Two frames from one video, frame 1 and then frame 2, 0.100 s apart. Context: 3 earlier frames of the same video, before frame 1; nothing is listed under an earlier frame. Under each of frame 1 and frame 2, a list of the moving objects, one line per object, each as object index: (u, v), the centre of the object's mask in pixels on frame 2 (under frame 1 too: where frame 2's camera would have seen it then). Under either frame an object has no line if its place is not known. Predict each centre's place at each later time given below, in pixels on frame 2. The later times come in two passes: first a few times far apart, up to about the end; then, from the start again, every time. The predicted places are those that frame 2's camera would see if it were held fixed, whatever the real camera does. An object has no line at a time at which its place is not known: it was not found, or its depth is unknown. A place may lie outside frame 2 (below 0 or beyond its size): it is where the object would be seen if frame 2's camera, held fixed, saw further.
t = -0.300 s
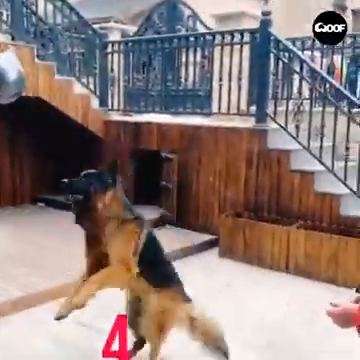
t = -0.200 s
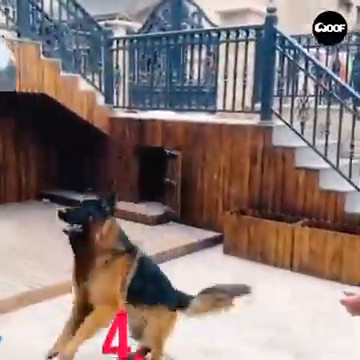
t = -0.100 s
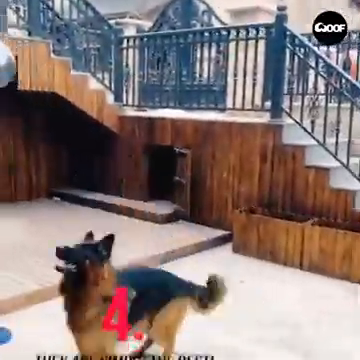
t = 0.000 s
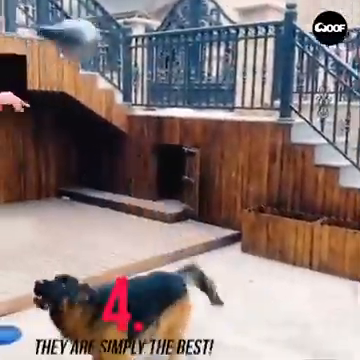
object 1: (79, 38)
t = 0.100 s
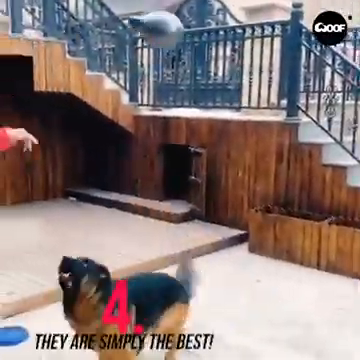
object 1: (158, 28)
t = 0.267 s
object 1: (217, 51)
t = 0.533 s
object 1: (228, 88)
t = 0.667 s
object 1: (223, 109)
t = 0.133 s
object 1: (178, 31)
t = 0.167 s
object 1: (194, 38)
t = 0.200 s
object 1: (205, 43)
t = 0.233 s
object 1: (212, 47)
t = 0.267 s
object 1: (217, 51)
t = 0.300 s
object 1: (222, 55)
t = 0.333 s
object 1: (225, 59)
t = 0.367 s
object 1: (227, 63)
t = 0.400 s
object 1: (228, 68)
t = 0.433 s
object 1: (229, 73)
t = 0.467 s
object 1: (229, 78)
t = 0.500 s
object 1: (228, 84)
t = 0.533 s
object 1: (228, 88)
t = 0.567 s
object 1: (226, 94)
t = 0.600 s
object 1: (226, 99)
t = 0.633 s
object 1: (224, 104)
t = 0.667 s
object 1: (223, 109)
